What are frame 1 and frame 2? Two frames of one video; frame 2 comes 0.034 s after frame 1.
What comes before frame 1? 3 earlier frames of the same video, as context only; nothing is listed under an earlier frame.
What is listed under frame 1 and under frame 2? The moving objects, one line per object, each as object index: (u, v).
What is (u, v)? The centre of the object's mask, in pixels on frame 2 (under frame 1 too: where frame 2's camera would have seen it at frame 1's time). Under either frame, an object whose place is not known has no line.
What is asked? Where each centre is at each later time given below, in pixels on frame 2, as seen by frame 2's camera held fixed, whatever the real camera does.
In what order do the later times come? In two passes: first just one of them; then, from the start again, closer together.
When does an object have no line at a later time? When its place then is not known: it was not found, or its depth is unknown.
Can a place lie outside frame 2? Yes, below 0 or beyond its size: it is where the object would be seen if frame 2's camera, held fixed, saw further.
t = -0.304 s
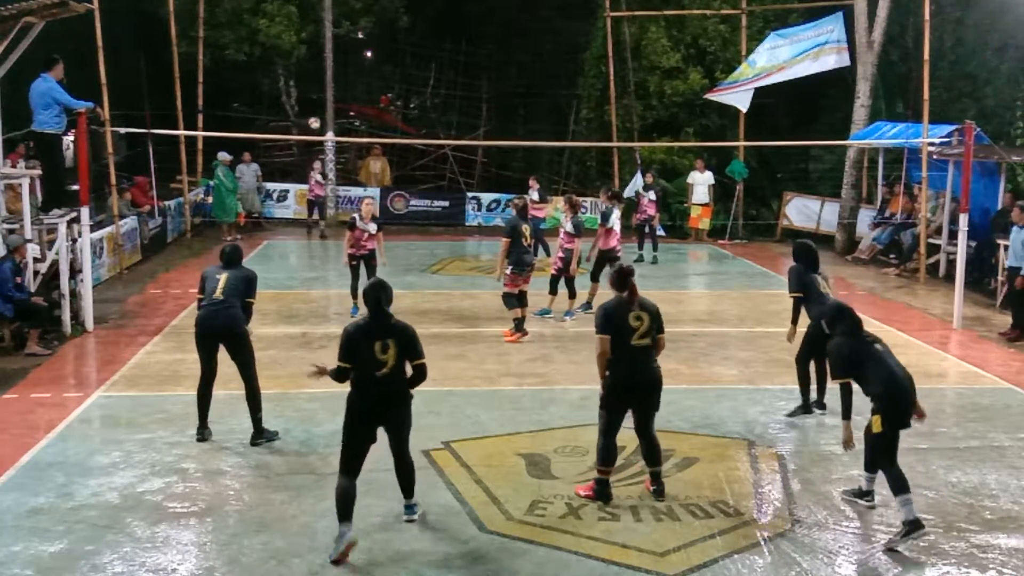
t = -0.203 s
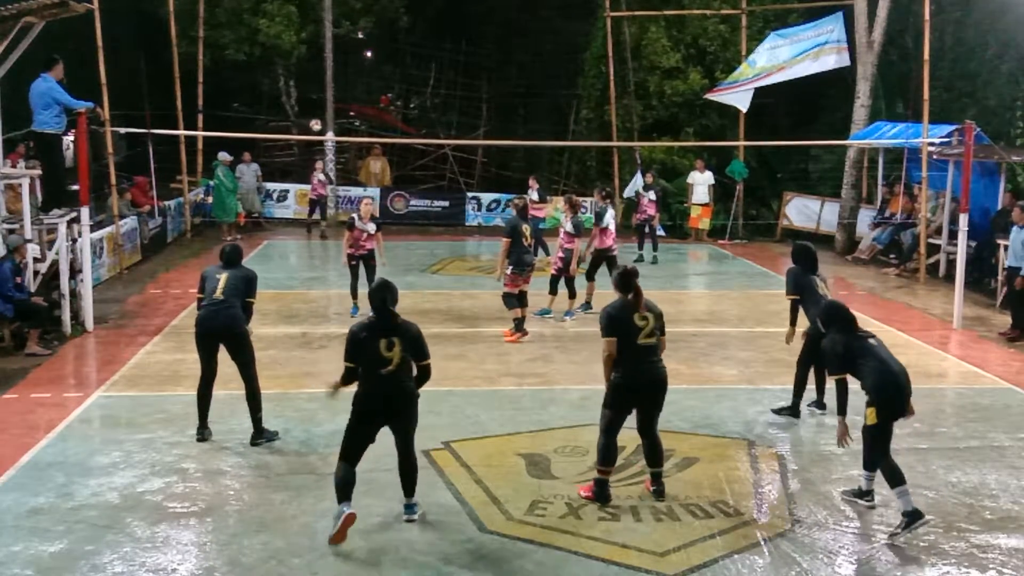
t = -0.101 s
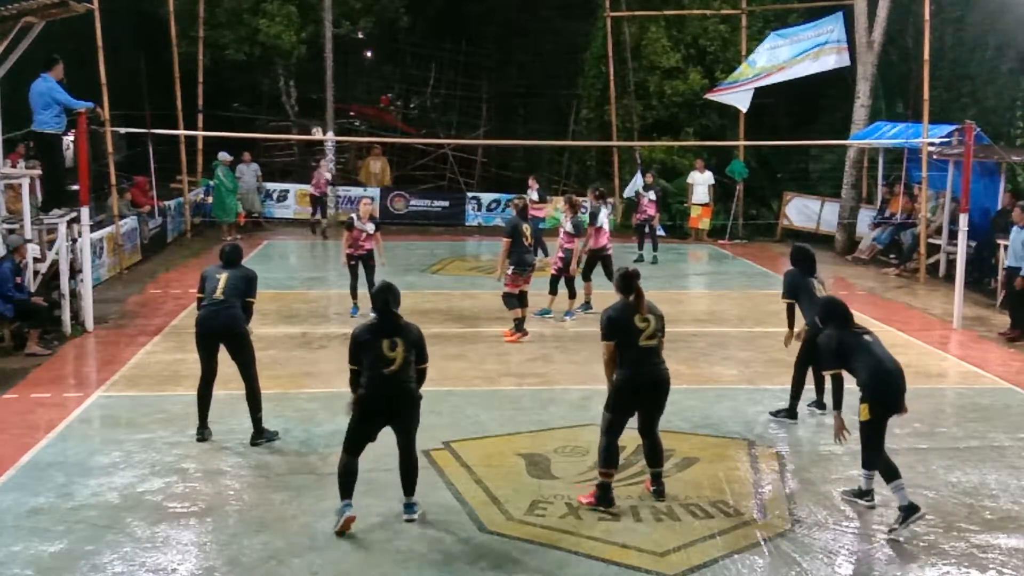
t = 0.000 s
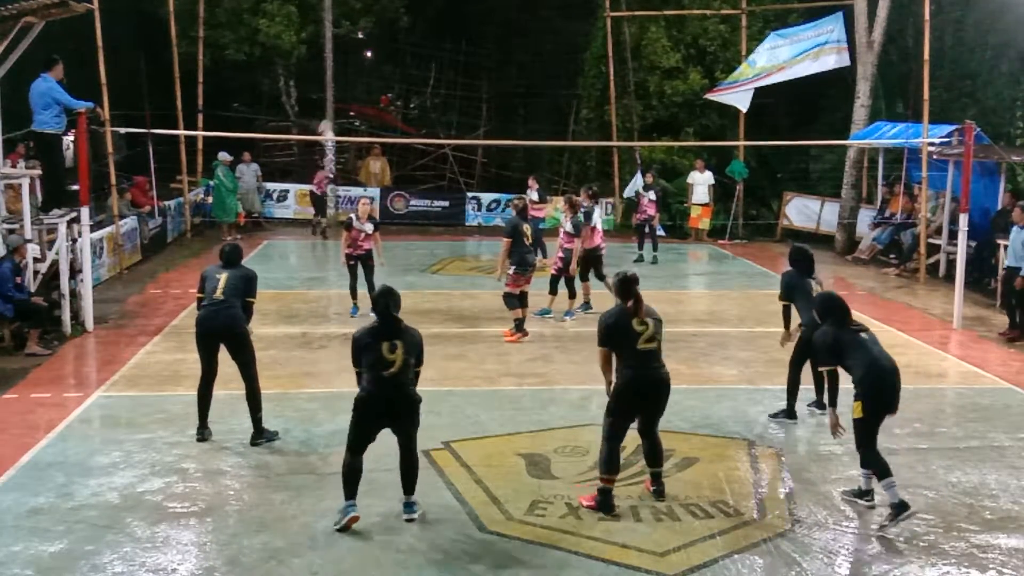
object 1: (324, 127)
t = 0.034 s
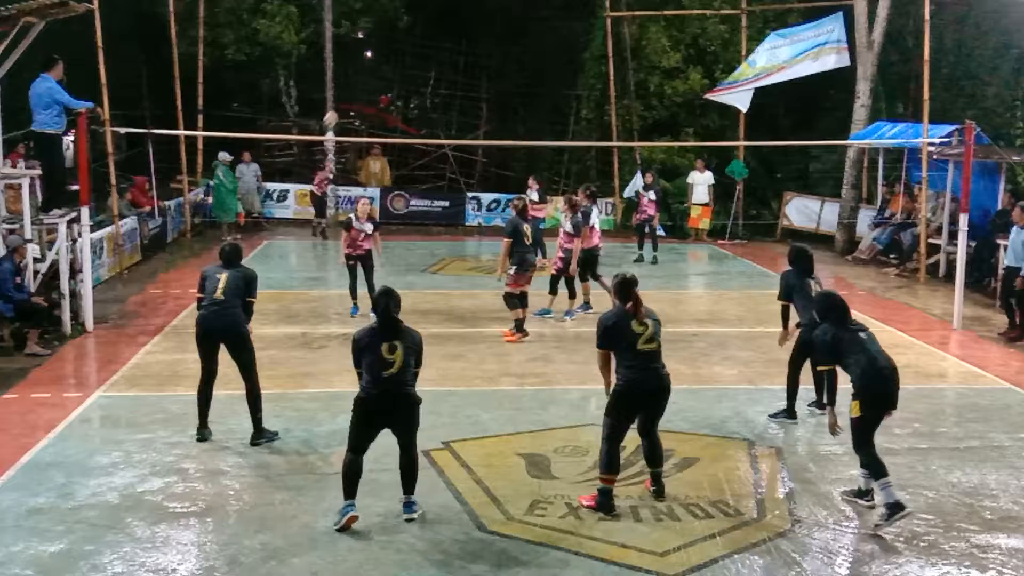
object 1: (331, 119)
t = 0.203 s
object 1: (364, 80)
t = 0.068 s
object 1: (337, 111)
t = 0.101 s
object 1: (343, 102)
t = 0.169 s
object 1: (356, 87)
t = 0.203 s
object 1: (364, 80)
